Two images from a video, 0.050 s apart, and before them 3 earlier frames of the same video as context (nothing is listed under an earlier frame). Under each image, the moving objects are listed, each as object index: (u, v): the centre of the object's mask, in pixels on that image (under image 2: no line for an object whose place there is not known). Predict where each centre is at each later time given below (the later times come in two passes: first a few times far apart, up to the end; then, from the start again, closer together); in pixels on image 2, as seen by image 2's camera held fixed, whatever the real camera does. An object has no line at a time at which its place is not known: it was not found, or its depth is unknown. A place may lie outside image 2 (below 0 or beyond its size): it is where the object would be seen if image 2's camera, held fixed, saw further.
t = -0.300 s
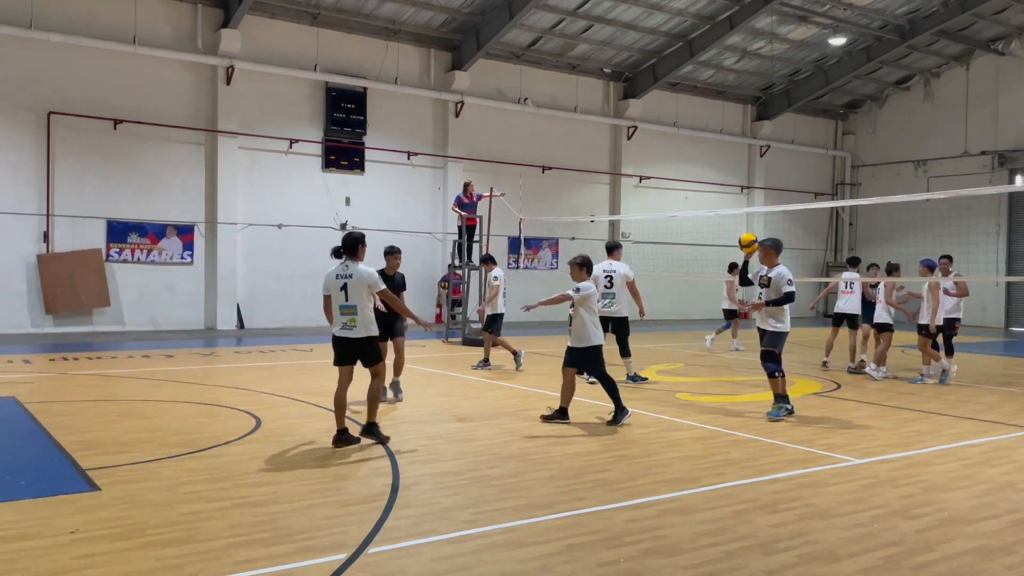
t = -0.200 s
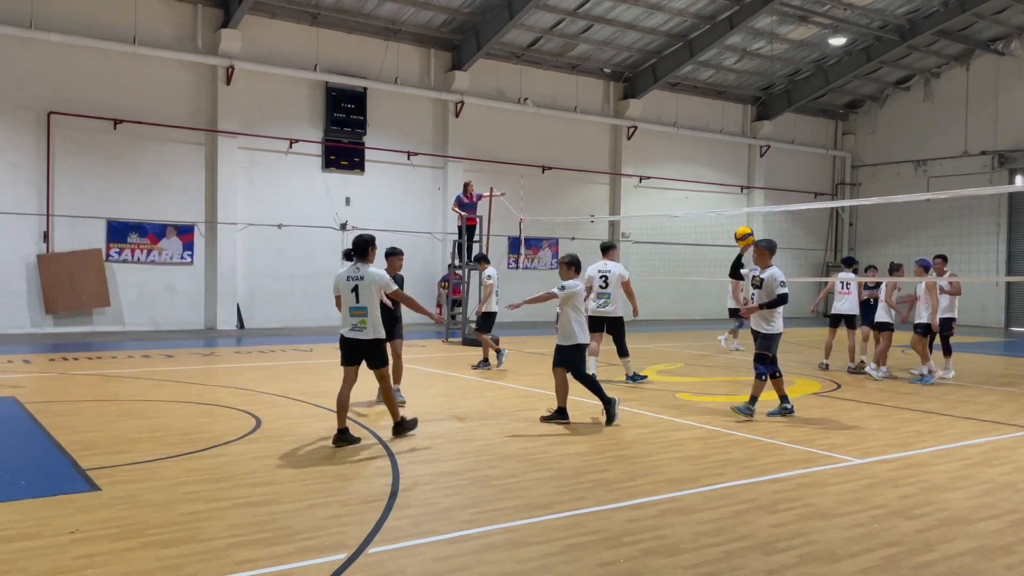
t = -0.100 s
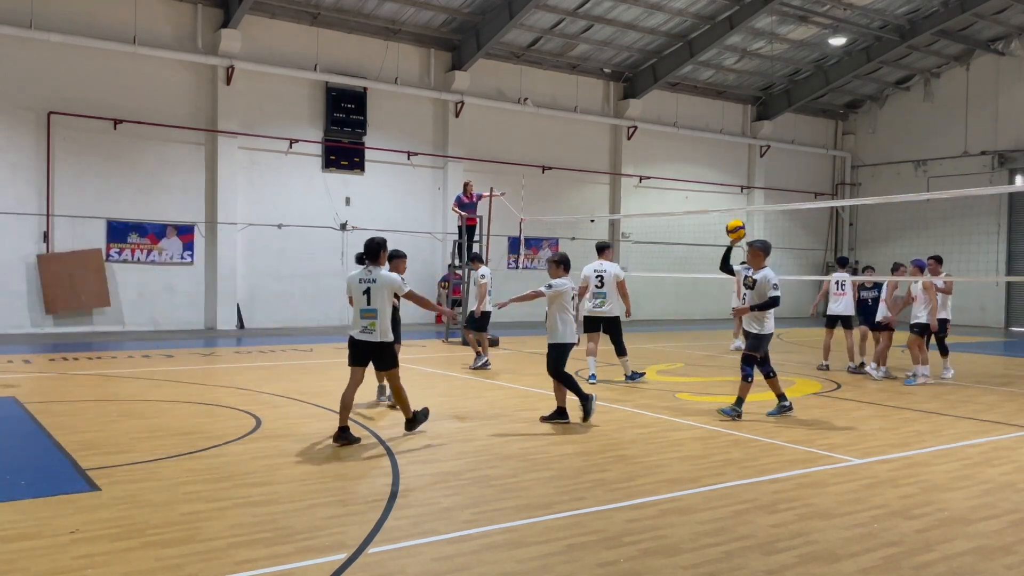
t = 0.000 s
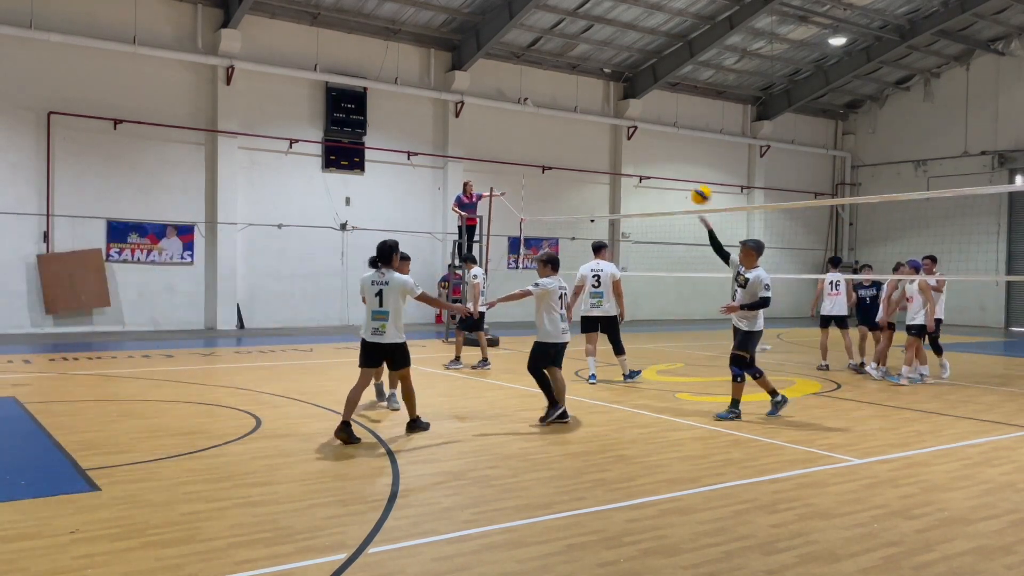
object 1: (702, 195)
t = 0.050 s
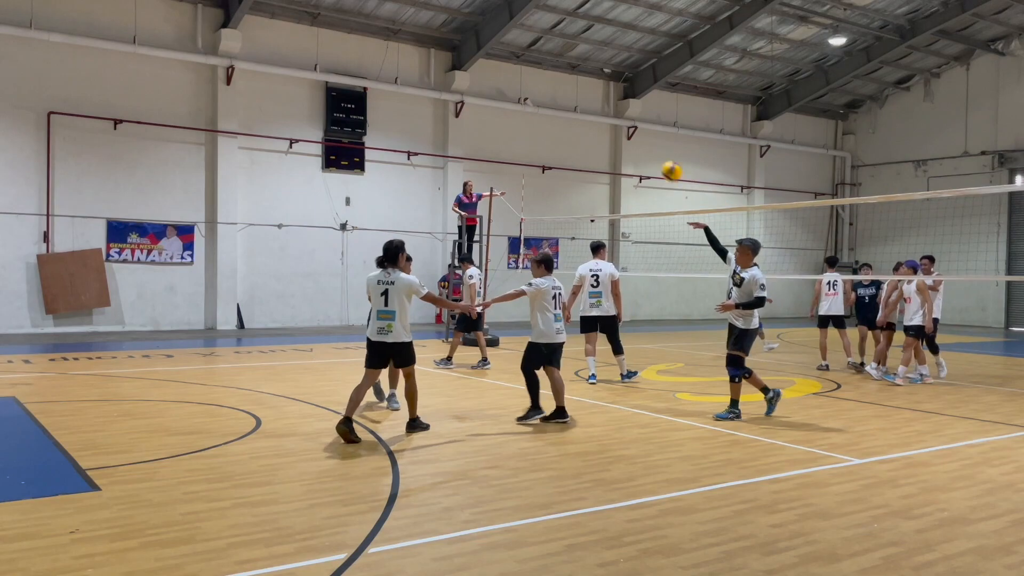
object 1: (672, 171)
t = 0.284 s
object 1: (544, 97)
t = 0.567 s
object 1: (403, 74)
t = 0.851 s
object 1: (275, 118)
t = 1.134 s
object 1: (157, 218)
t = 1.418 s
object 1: (49, 369)
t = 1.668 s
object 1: (17, 283)
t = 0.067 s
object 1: (662, 164)
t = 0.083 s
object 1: (653, 157)
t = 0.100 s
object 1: (644, 151)
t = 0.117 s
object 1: (635, 145)
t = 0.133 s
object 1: (625, 139)
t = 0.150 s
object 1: (616, 133)
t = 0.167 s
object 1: (607, 128)
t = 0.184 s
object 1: (597, 123)
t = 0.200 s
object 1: (588, 118)
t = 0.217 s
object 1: (578, 113)
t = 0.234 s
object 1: (570, 109)
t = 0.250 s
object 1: (561, 105)
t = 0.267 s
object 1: (553, 101)
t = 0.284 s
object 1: (544, 97)
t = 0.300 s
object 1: (535, 94)
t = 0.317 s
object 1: (526, 91)
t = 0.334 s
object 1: (518, 88)
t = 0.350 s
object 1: (509, 85)
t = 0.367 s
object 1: (501, 83)
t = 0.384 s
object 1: (493, 81)
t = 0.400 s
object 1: (485, 79)
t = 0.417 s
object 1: (476, 77)
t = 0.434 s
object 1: (468, 76)
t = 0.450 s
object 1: (460, 75)
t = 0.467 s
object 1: (452, 74)
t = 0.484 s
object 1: (444, 74)
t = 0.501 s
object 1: (435, 73)
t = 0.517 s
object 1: (427, 73)
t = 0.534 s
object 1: (419, 73)
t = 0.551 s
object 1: (412, 74)
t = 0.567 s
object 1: (403, 74)
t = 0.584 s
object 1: (396, 74)
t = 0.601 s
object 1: (388, 76)
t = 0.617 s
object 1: (380, 77)
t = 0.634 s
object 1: (372, 78)
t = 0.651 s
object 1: (364, 80)
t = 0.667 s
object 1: (357, 83)
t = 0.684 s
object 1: (350, 85)
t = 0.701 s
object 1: (341, 87)
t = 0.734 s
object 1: (327, 92)
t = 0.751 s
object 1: (320, 95)
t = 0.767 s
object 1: (312, 98)
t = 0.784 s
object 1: (304, 102)
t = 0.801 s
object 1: (297, 105)
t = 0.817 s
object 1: (290, 108)
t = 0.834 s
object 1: (282, 113)
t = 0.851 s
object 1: (275, 118)
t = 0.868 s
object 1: (268, 122)
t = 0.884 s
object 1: (261, 127)
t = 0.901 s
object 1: (254, 131)
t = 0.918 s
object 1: (246, 136)
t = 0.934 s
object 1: (239, 141)
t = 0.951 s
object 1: (232, 146)
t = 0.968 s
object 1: (226, 153)
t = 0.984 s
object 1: (218, 159)
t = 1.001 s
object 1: (212, 165)
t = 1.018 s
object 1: (204, 170)
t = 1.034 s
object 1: (198, 177)
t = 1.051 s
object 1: (191, 183)
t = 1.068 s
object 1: (184, 189)
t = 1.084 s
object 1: (178, 196)
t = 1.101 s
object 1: (171, 204)
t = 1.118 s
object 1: (164, 211)
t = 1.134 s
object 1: (157, 218)
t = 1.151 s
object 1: (150, 226)
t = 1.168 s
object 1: (143, 234)
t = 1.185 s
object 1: (136, 240)
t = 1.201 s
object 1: (130, 249)
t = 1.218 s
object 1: (125, 257)
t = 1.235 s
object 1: (119, 267)
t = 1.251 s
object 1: (111, 275)
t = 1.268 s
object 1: (105, 284)
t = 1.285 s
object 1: (99, 293)
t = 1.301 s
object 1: (92, 302)
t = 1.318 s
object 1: (86, 311)
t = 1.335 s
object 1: (79, 320)
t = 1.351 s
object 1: (73, 330)
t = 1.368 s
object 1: (67, 340)
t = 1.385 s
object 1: (60, 349)
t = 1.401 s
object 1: (55, 359)
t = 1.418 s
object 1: (49, 369)
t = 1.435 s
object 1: (43, 376)
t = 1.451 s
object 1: (41, 368)
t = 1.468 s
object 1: (40, 361)
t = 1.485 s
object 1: (38, 352)
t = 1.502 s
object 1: (36, 345)
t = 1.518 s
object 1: (34, 338)
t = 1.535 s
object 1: (32, 331)
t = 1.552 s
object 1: (30, 324)
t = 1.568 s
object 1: (28, 317)
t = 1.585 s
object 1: (27, 311)
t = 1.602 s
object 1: (25, 304)
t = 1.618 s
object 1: (23, 299)
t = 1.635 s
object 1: (21, 293)
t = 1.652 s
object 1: (20, 288)
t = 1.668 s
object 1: (17, 283)
